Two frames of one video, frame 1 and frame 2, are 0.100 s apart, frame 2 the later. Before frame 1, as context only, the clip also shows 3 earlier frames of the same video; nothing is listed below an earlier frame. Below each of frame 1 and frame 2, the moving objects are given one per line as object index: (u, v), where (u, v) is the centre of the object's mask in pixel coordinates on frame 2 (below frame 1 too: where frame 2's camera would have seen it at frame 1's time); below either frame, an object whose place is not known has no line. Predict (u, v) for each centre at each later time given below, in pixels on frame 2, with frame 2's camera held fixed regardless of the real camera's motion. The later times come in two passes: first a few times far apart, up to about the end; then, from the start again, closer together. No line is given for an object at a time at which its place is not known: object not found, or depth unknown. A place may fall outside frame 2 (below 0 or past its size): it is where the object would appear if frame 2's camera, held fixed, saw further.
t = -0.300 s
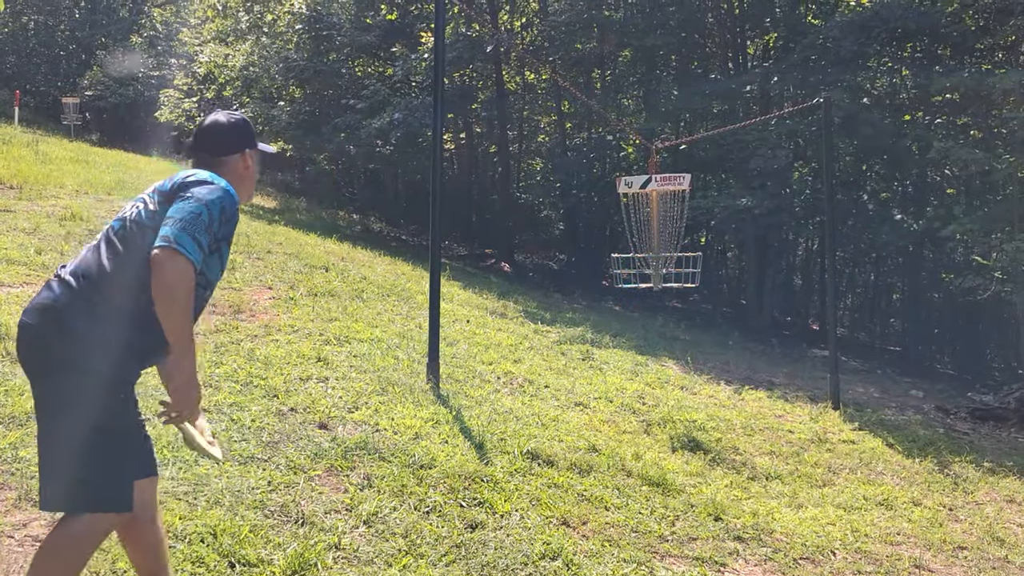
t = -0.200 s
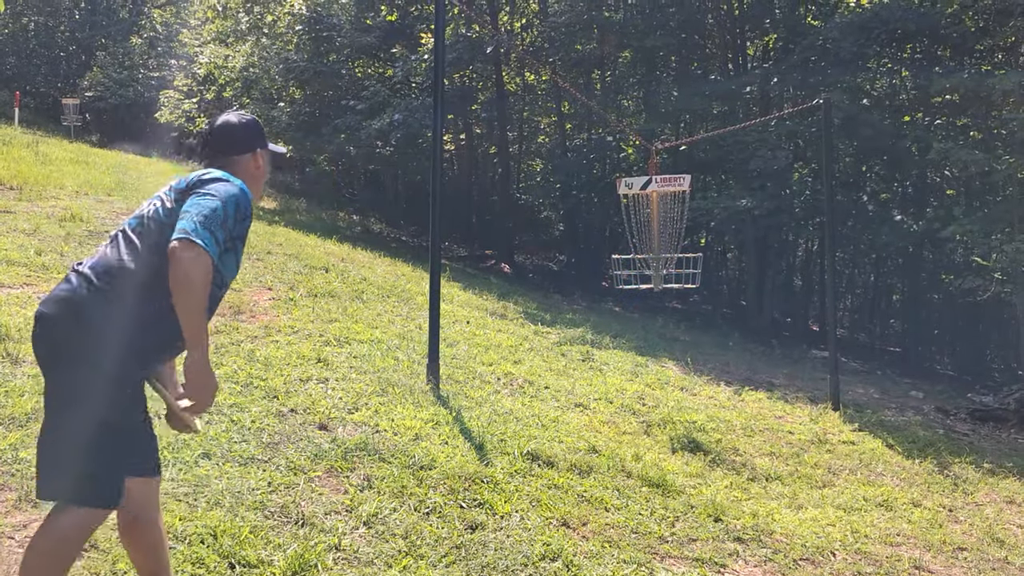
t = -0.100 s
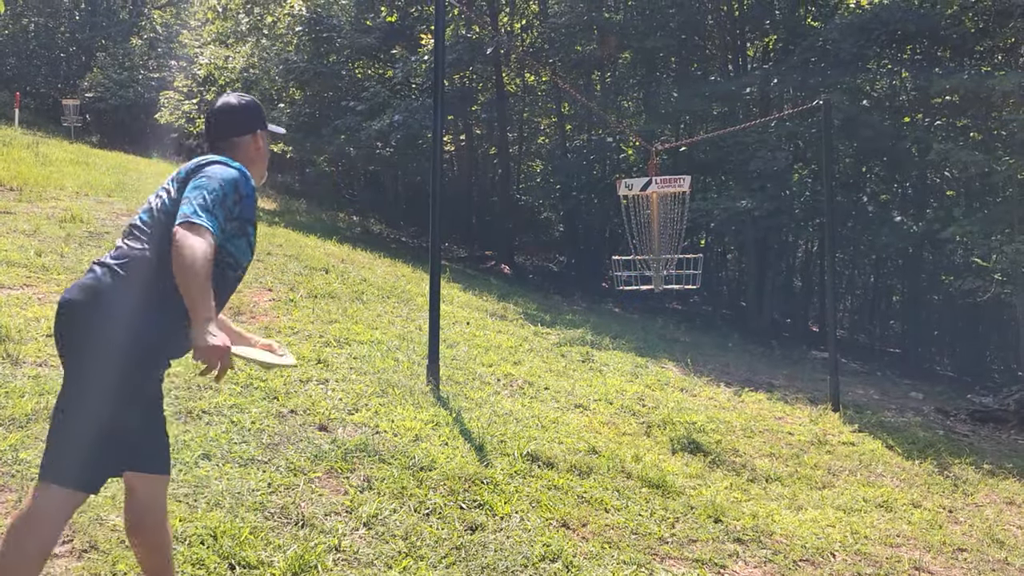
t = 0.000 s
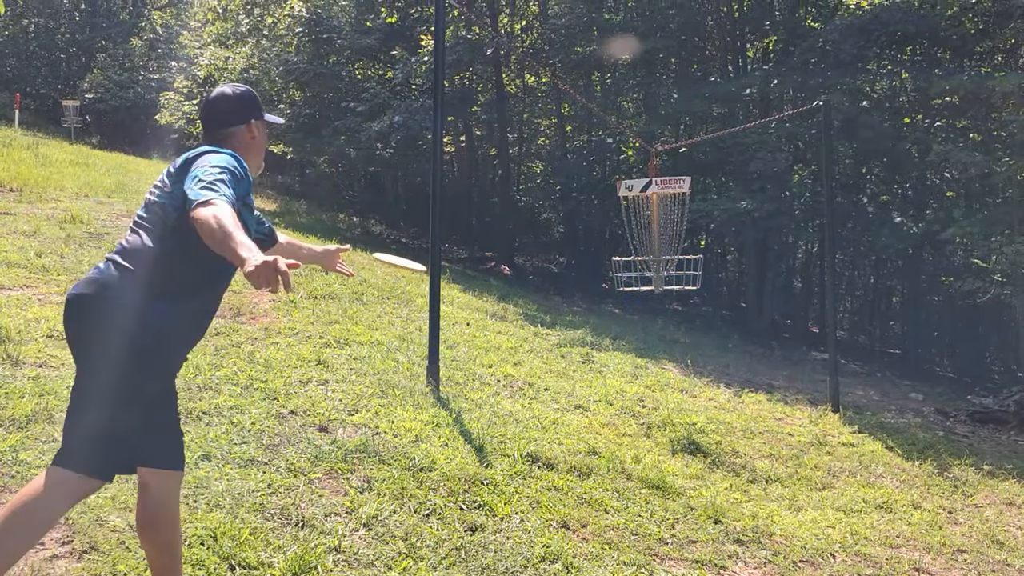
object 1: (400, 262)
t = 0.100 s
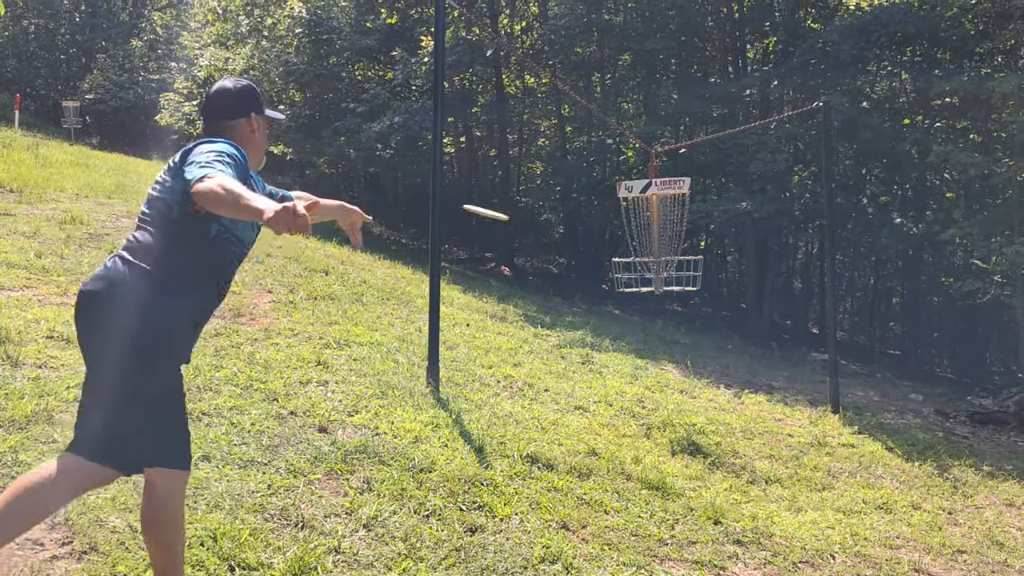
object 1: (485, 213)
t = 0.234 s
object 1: (562, 198)
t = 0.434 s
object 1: (639, 222)
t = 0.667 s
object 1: (689, 263)
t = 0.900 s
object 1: (678, 272)
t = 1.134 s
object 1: (668, 274)
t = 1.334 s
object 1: (665, 275)
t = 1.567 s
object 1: (674, 286)
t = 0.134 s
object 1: (508, 205)
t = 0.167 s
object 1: (527, 200)
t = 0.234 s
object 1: (562, 198)
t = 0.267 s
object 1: (578, 200)
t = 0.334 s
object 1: (605, 207)
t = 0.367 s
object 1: (617, 211)
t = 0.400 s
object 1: (629, 216)
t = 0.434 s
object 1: (639, 222)
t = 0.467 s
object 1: (651, 229)
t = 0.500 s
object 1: (661, 235)
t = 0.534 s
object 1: (671, 239)
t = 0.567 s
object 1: (677, 245)
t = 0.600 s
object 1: (683, 251)
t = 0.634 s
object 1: (691, 262)
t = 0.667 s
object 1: (689, 263)
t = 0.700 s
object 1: (688, 264)
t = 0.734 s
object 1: (686, 265)
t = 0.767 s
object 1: (684, 267)
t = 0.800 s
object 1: (682, 270)
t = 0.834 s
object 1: (680, 273)
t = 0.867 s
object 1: (679, 272)
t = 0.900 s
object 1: (678, 272)
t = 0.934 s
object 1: (676, 273)
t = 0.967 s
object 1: (675, 274)
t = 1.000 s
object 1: (673, 275)
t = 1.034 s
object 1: (671, 275)
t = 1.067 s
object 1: (670, 275)
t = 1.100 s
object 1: (669, 274)
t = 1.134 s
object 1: (668, 274)
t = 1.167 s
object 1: (667, 273)
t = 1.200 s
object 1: (667, 273)
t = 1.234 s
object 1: (667, 273)
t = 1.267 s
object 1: (666, 273)
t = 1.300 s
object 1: (665, 274)
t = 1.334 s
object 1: (665, 275)
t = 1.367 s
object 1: (665, 275)
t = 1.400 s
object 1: (667, 275)
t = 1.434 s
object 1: (668, 277)
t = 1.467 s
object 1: (669, 278)
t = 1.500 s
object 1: (670, 280)
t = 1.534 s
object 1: (673, 282)
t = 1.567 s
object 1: (674, 286)
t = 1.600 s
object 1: (672, 286)
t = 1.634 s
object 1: (674, 285)
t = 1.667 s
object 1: (675, 284)
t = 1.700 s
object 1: (676, 285)
